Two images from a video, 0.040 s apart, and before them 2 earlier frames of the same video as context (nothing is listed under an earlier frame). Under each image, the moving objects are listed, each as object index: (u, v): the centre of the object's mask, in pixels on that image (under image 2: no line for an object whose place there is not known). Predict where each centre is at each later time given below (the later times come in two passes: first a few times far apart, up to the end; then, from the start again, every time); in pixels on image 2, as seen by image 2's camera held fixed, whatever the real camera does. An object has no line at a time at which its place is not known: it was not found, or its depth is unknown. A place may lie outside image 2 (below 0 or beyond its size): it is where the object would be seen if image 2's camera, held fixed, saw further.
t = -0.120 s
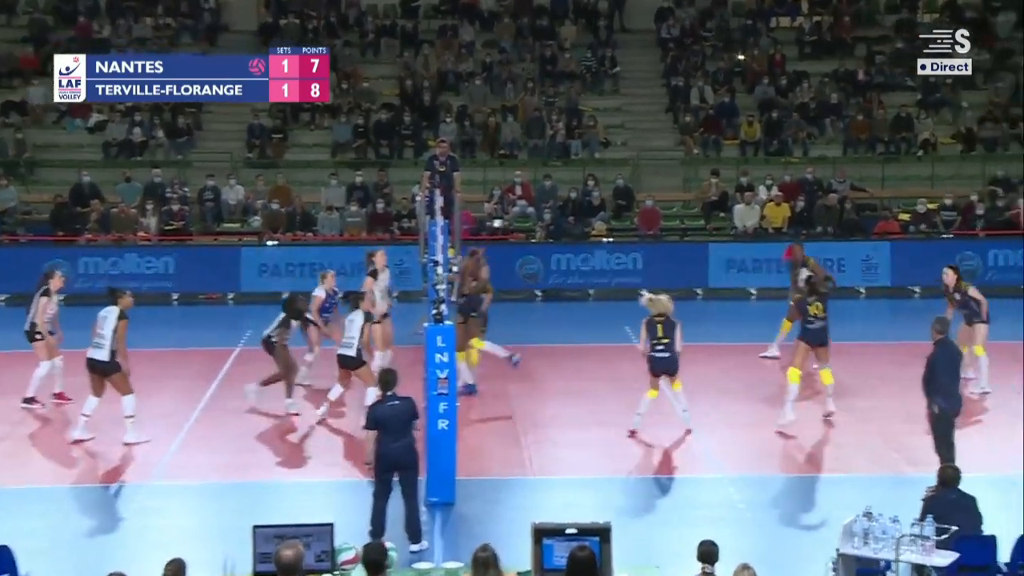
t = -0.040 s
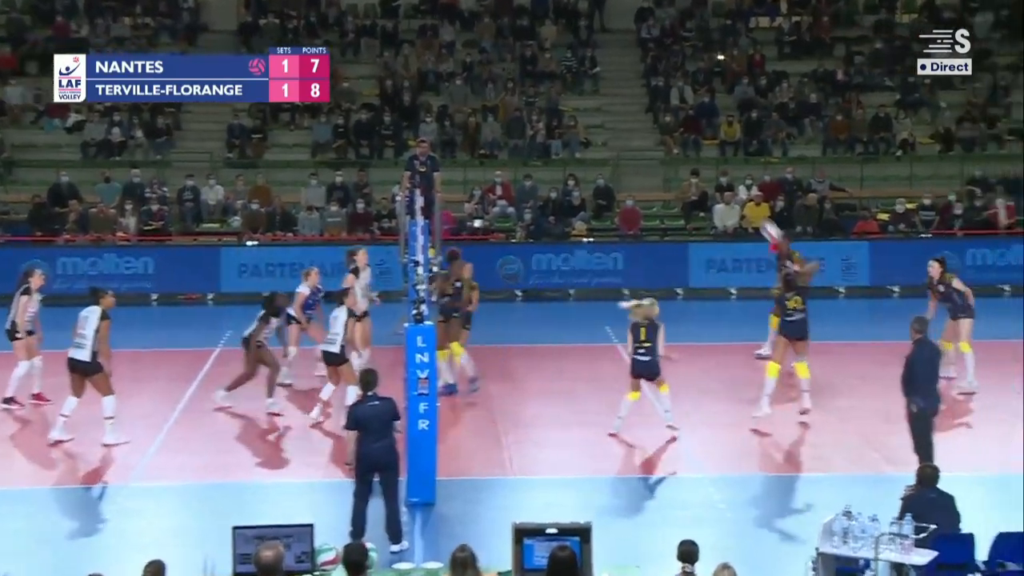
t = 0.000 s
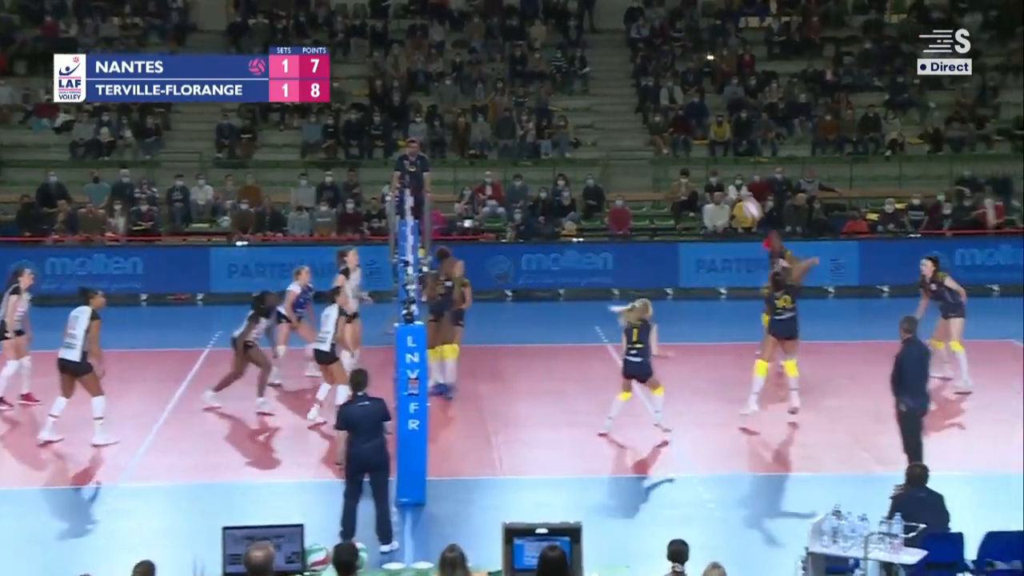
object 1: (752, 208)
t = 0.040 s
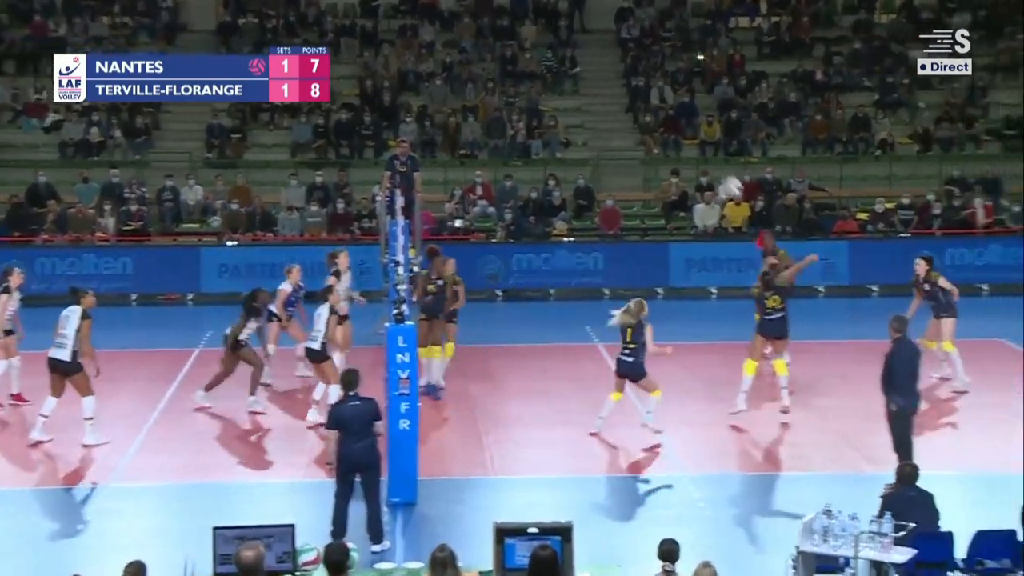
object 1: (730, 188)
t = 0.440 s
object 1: (646, 46)
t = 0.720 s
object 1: (589, 24)
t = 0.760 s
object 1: (581, 26)
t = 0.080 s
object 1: (724, 169)
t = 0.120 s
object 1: (715, 150)
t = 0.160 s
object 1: (706, 132)
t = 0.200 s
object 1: (696, 114)
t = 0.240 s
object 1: (687, 98)
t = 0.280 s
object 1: (679, 85)
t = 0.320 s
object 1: (670, 73)
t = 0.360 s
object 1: (662, 63)
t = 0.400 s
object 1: (654, 53)
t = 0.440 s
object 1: (646, 46)
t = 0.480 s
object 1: (638, 39)
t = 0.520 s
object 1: (630, 34)
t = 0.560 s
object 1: (622, 31)
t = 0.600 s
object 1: (613, 27)
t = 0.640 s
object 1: (604, 24)
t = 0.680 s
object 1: (597, 24)
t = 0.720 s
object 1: (589, 24)
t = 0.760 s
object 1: (581, 26)
